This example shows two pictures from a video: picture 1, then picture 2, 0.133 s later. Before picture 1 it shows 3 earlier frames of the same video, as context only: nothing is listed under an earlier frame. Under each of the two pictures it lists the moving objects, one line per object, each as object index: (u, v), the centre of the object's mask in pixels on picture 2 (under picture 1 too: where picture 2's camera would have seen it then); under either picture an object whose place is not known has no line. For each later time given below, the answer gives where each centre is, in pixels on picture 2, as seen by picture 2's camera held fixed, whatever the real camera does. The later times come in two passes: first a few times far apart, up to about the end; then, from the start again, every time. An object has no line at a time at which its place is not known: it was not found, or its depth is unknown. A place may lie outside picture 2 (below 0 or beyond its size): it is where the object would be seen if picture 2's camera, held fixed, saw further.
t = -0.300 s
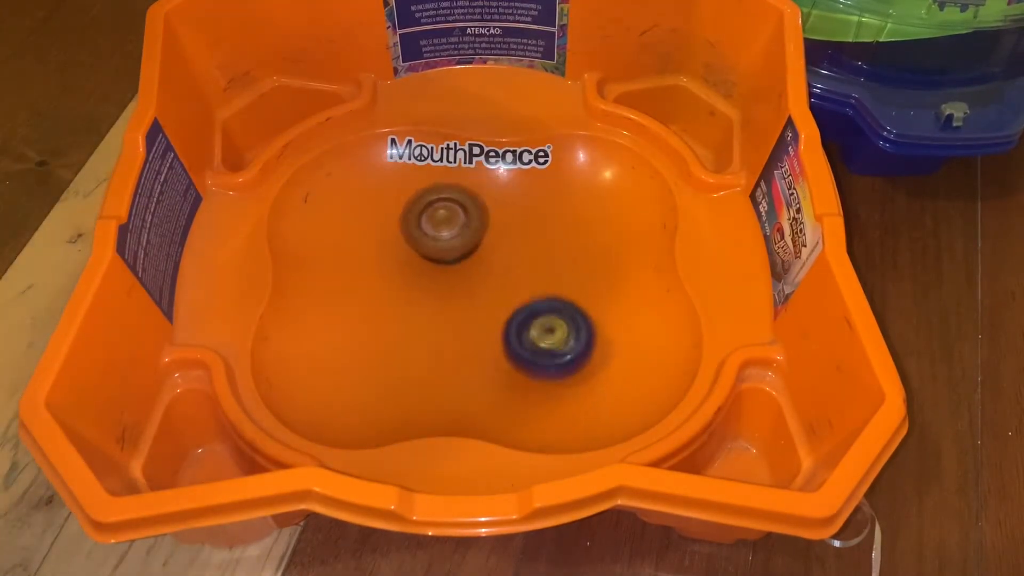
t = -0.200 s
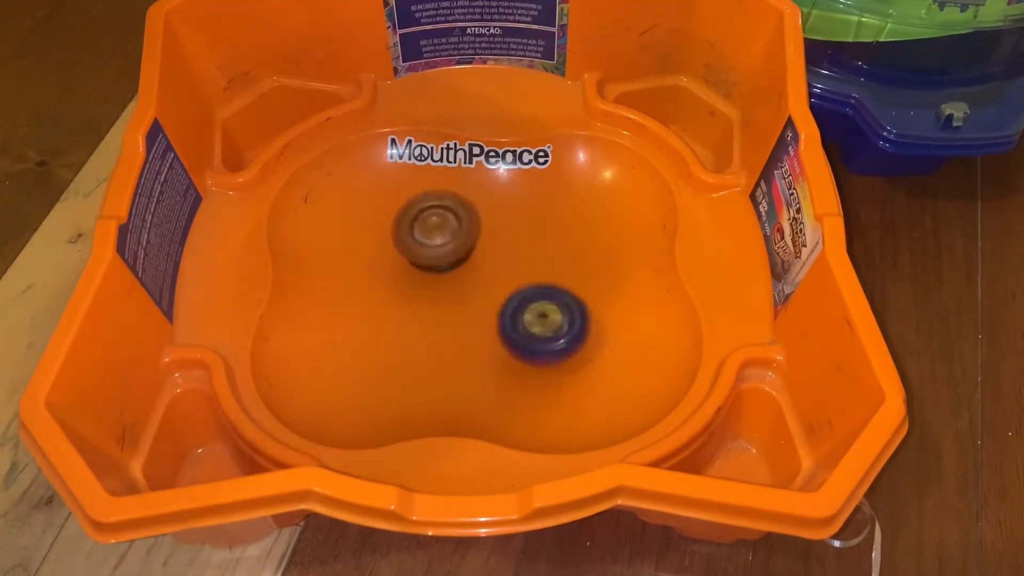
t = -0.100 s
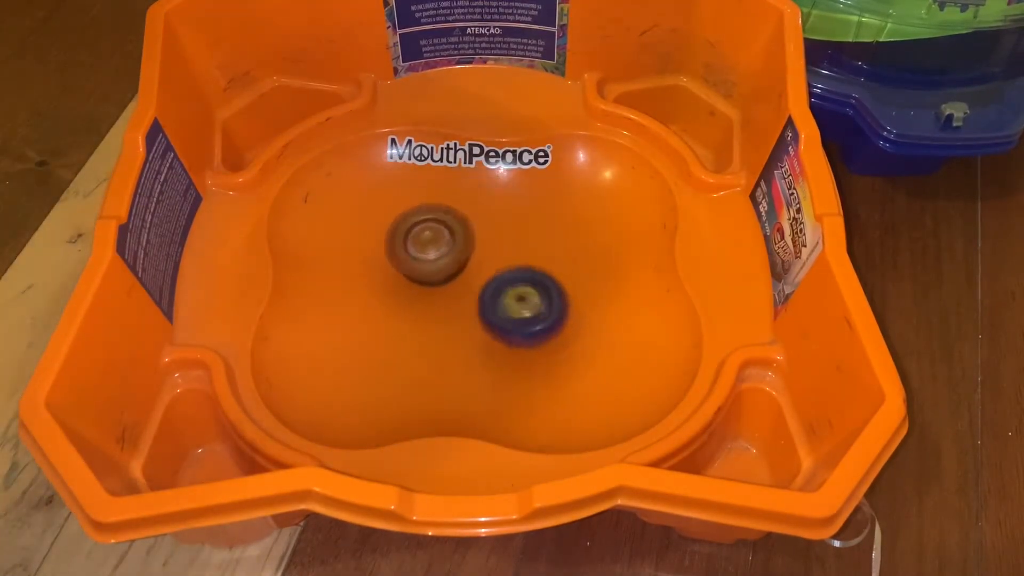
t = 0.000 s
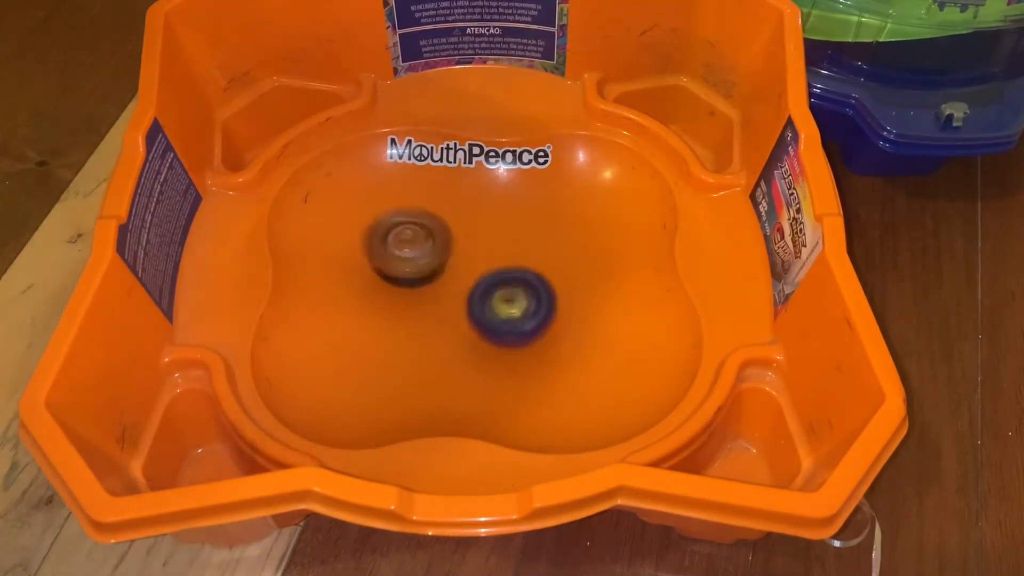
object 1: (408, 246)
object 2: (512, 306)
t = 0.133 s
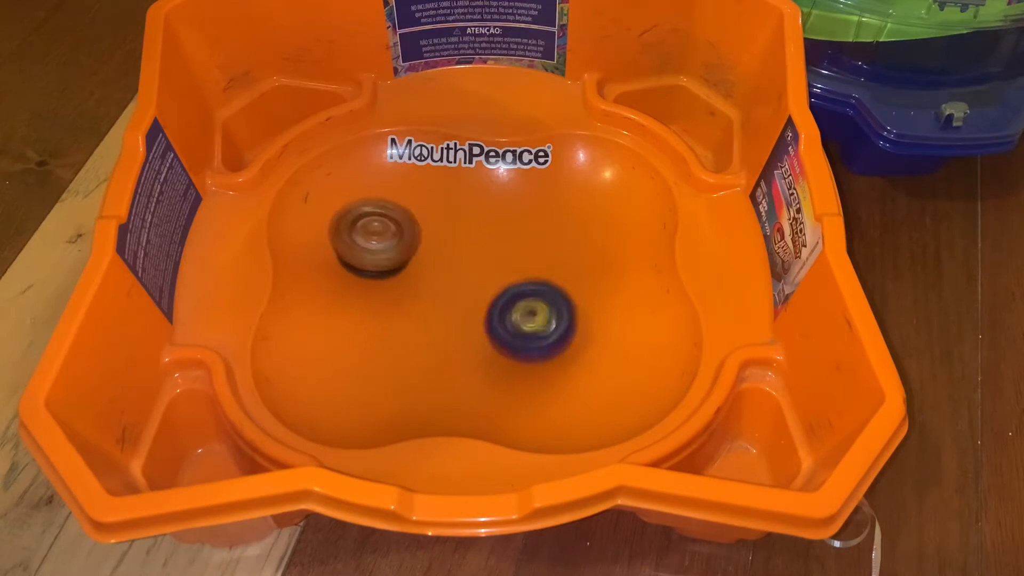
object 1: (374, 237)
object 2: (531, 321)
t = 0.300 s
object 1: (363, 231)
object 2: (544, 310)
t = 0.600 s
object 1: (401, 227)
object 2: (477, 288)
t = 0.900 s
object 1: (413, 173)
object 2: (487, 335)
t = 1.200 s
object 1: (416, 221)
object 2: (499, 281)
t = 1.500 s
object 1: (383, 266)
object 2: (485, 277)
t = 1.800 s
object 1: (341, 310)
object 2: (500, 272)
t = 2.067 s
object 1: (375, 344)
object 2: (488, 267)
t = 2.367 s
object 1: (452, 353)
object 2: (487, 282)
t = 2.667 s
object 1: (523, 370)
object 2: (496, 263)
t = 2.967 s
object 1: (579, 340)
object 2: (486, 275)
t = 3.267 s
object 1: (592, 281)
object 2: (503, 272)
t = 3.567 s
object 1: (605, 227)
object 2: (462, 274)
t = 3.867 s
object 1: (560, 199)
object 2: (484, 292)
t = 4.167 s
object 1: (504, 190)
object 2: (484, 272)
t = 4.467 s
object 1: (471, 210)
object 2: (468, 293)
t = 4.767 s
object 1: (456, 204)
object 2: (473, 316)
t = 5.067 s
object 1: (433, 204)
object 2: (475, 317)
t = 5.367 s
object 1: (411, 226)
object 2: (459, 289)
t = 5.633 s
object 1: (397, 211)
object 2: (475, 289)
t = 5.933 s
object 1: (414, 222)
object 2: (490, 266)
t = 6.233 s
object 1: (393, 236)
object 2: (529, 273)
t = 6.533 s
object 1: (382, 237)
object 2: (524, 267)
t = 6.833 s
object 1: (398, 257)
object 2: (485, 266)
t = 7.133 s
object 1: (370, 231)
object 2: (504, 300)
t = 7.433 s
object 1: (448, 229)
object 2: (506, 288)
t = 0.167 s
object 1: (369, 236)
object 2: (536, 320)
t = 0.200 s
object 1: (365, 234)
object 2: (541, 320)
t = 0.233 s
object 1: (364, 233)
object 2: (543, 318)
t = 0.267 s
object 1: (363, 232)
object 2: (545, 314)
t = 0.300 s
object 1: (363, 231)
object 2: (544, 310)
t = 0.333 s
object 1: (363, 230)
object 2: (540, 305)
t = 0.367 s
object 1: (365, 229)
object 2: (535, 300)
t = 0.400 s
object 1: (367, 229)
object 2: (529, 297)
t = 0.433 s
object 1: (370, 228)
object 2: (521, 294)
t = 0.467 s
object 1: (374, 228)
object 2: (512, 291)
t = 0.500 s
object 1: (381, 227)
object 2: (504, 289)
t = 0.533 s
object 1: (387, 227)
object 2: (495, 288)
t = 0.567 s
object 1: (393, 227)
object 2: (486, 287)
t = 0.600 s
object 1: (401, 227)
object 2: (477, 288)
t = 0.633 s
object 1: (410, 227)
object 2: (470, 290)
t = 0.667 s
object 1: (413, 217)
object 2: (465, 300)
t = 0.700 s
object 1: (414, 200)
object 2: (464, 312)
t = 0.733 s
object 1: (418, 188)
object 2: (465, 321)
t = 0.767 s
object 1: (420, 180)
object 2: (468, 327)
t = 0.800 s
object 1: (420, 177)
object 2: (471, 331)
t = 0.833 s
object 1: (418, 174)
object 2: (474, 335)
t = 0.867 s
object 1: (416, 173)
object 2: (480, 335)
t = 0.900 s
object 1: (413, 173)
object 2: (487, 335)
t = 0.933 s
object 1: (411, 174)
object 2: (495, 335)
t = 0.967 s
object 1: (410, 177)
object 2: (501, 332)
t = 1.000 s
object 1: (409, 180)
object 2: (506, 328)
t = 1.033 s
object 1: (410, 186)
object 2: (510, 324)
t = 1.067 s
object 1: (412, 193)
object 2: (514, 317)
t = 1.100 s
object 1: (413, 199)
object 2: (514, 309)
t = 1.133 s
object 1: (415, 206)
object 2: (511, 299)
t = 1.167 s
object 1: (416, 213)
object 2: (507, 289)
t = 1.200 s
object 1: (416, 221)
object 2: (499, 281)
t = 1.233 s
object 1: (417, 228)
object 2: (493, 272)
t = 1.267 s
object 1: (412, 232)
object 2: (490, 268)
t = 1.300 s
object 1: (407, 234)
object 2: (487, 267)
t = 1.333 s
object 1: (404, 238)
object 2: (485, 268)
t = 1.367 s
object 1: (402, 244)
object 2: (484, 270)
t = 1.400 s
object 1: (396, 251)
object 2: (484, 272)
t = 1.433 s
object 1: (392, 256)
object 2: (483, 273)
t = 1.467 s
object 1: (389, 262)
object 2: (483, 275)
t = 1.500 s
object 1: (383, 266)
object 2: (485, 277)
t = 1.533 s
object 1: (379, 271)
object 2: (487, 277)
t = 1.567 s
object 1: (374, 275)
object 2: (489, 277)
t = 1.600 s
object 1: (368, 280)
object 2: (489, 278)
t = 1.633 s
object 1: (362, 284)
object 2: (492, 278)
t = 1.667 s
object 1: (357, 288)
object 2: (494, 278)
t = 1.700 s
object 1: (352, 293)
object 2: (496, 276)
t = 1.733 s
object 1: (348, 298)
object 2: (496, 276)
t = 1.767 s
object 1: (344, 304)
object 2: (498, 274)
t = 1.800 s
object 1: (341, 310)
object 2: (500, 272)
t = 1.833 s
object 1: (340, 317)
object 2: (499, 270)
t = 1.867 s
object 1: (339, 323)
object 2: (498, 270)
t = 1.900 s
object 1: (340, 328)
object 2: (498, 268)
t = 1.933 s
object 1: (345, 333)
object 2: (497, 266)
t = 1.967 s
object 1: (351, 337)
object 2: (494, 266)
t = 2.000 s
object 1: (358, 340)
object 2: (492, 267)
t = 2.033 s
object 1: (366, 343)
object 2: (491, 267)
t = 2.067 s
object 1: (375, 344)
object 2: (488, 267)
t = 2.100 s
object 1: (384, 346)
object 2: (486, 270)
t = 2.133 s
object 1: (391, 347)
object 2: (484, 272)
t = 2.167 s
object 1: (400, 349)
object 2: (483, 274)
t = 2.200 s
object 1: (410, 349)
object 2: (481, 277)
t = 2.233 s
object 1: (418, 350)
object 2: (481, 279)
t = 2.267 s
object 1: (426, 352)
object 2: (481, 281)
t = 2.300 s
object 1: (435, 352)
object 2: (481, 281)
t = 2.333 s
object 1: (444, 351)
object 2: (483, 282)
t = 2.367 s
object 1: (452, 353)
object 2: (487, 282)
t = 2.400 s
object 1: (459, 354)
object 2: (489, 279)
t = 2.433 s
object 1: (466, 355)
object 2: (491, 279)
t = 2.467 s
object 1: (474, 357)
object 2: (494, 277)
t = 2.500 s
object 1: (482, 360)
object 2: (496, 274)
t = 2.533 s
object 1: (490, 361)
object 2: (496, 271)
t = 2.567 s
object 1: (498, 364)
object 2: (498, 268)
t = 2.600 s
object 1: (506, 367)
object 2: (498, 265)
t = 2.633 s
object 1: (515, 369)
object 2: (496, 264)
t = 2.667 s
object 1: (523, 370)
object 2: (496, 263)
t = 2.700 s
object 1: (532, 371)
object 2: (495, 261)
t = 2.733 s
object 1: (540, 371)
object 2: (491, 261)
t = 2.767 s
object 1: (548, 369)
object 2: (490, 262)
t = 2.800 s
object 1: (556, 366)
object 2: (488, 263)
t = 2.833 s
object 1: (562, 362)
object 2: (485, 265)
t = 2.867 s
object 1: (567, 357)
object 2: (485, 268)
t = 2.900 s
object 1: (571, 352)
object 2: (485, 270)
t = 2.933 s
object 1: (576, 347)
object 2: (484, 274)
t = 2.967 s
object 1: (579, 340)
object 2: (486, 275)
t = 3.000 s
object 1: (581, 334)
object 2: (488, 275)
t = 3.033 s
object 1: (584, 327)
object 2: (489, 277)
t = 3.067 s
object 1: (586, 321)
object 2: (493, 278)
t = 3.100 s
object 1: (588, 315)
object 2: (494, 278)
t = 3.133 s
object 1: (589, 308)
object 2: (496, 278)
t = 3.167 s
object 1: (590, 301)
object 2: (500, 277)
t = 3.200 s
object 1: (590, 294)
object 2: (500, 275)
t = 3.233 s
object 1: (591, 287)
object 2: (501, 274)
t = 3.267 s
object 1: (592, 281)
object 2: (503, 272)
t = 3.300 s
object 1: (594, 275)
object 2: (499, 269)
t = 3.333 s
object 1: (595, 269)
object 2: (497, 267)
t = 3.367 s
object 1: (597, 264)
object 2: (493, 265)
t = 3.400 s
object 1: (601, 258)
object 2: (488, 264)
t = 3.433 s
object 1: (602, 252)
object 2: (483, 266)
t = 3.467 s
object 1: (604, 246)
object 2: (477, 267)
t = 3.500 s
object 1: (605, 239)
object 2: (471, 270)
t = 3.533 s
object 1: (605, 233)
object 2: (467, 271)
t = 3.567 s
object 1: (605, 227)
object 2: (462, 274)
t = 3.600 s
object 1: (604, 222)
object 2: (462, 278)
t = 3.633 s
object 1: (600, 217)
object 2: (462, 282)
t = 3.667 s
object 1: (596, 213)
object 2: (464, 287)
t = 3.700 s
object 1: (591, 209)
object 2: (466, 289)
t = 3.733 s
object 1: (586, 206)
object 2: (467, 291)
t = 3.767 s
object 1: (579, 204)
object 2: (471, 292)
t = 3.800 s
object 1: (573, 202)
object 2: (475, 292)
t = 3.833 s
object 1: (567, 200)
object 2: (479, 293)
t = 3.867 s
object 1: (560, 199)
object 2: (484, 292)
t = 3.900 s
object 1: (553, 197)
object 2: (488, 290)
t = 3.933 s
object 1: (546, 196)
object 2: (493, 288)
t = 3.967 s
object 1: (539, 196)
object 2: (494, 283)
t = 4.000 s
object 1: (532, 196)
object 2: (496, 279)
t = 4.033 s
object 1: (525, 196)
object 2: (498, 274)
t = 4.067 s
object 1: (518, 197)
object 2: (495, 271)
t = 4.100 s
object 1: (514, 194)
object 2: (493, 270)
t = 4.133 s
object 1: (509, 191)
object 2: (487, 271)
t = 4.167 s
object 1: (504, 190)
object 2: (484, 272)
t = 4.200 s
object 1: (500, 189)
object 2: (479, 274)
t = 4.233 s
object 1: (494, 189)
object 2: (474, 278)
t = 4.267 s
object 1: (489, 190)
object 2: (471, 280)
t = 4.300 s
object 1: (484, 192)
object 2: (469, 283)
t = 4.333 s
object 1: (480, 194)
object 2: (468, 286)
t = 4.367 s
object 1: (477, 198)
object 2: (465, 289)
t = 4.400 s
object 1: (474, 201)
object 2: (467, 290)
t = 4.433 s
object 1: (473, 205)
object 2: (466, 292)
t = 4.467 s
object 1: (471, 210)
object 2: (468, 293)
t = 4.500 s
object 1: (469, 214)
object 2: (467, 295)
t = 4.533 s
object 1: (469, 213)
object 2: (468, 298)
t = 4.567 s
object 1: (468, 214)
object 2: (468, 301)
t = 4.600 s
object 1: (466, 216)
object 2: (470, 302)
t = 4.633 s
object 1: (464, 219)
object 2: (471, 302)
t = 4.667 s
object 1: (462, 222)
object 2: (473, 303)
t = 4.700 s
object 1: (462, 220)
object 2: (474, 305)
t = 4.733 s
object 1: (460, 210)
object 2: (473, 312)
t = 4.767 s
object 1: (456, 204)
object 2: (473, 316)
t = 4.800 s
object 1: (451, 198)
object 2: (473, 319)
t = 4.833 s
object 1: (448, 197)
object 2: (473, 322)
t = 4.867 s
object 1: (445, 195)
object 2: (474, 324)
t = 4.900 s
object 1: (443, 195)
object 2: (474, 324)
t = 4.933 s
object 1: (441, 195)
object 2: (475, 325)
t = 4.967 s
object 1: (439, 196)
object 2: (474, 324)
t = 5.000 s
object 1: (437, 197)
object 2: (475, 323)
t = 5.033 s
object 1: (436, 200)
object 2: (474, 320)
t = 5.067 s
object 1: (433, 204)
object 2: (475, 317)
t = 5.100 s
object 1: (431, 208)
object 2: (473, 313)
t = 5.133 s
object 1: (428, 212)
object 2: (473, 308)
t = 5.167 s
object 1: (425, 216)
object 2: (469, 303)
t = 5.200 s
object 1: (422, 220)
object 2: (468, 296)
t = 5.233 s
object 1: (419, 223)
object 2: (464, 292)
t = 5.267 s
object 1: (415, 225)
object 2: (463, 289)
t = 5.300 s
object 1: (412, 224)
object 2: (459, 290)
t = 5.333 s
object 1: (412, 224)
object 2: (461, 289)
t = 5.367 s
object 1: (411, 226)
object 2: (459, 289)
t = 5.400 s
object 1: (406, 227)
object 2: (459, 290)
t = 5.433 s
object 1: (403, 226)
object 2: (461, 292)
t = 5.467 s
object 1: (401, 225)
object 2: (461, 292)
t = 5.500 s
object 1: (400, 223)
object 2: (465, 293)
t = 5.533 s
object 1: (397, 221)
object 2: (467, 293)
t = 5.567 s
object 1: (395, 217)
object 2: (470, 291)
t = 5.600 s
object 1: (395, 214)
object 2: (471, 292)
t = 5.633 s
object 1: (397, 211)
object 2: (475, 289)
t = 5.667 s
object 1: (399, 209)
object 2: (477, 289)
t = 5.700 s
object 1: (401, 209)
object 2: (478, 287)
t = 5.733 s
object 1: (403, 208)
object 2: (483, 285)
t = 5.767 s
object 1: (407, 208)
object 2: (483, 283)
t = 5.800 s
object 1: (411, 209)
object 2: (487, 279)
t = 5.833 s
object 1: (414, 212)
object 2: (488, 277)
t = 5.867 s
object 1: (414, 216)
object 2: (490, 273)
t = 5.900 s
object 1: (414, 219)
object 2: (491, 270)
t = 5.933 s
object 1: (414, 222)
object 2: (490, 266)
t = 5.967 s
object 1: (415, 225)
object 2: (491, 265)
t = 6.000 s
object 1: (412, 228)
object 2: (491, 264)
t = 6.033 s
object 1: (404, 226)
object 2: (498, 268)
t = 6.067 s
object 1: (401, 227)
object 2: (503, 271)
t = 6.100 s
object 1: (401, 228)
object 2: (508, 271)
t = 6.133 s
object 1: (400, 230)
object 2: (516, 272)
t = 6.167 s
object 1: (399, 232)
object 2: (520, 273)
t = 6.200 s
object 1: (396, 234)
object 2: (524, 272)
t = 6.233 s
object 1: (393, 236)
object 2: (529, 273)
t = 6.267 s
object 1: (390, 237)
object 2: (529, 272)
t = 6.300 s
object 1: (387, 237)
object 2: (534, 271)
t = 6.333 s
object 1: (384, 237)
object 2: (533, 272)
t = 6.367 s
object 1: (380, 238)
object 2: (534, 269)
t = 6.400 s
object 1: (379, 237)
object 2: (536, 270)
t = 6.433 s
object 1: (379, 237)
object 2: (532, 269)
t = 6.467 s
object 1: (380, 237)
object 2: (531, 267)
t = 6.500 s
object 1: (381, 237)
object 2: (529, 267)
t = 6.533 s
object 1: (382, 237)
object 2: (524, 267)
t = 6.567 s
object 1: (386, 237)
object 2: (524, 266)
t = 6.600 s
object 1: (390, 239)
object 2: (519, 266)
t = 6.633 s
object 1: (393, 241)
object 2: (514, 265)
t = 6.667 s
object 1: (394, 244)
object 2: (512, 265)
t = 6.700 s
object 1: (395, 247)
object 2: (505, 265)
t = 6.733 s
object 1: (397, 249)
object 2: (500, 264)
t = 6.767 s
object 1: (398, 252)
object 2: (497, 265)
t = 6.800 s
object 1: (398, 255)
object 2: (489, 266)
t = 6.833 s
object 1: (398, 257)
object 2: (485, 266)
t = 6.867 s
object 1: (383, 249)
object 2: (494, 273)
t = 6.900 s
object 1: (363, 241)
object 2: (504, 283)
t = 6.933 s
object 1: (348, 233)
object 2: (508, 291)
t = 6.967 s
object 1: (340, 229)
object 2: (508, 295)
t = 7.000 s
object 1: (340, 226)
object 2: (505, 298)
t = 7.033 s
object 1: (345, 225)
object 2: (503, 299)
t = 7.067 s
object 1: (352, 225)
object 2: (502, 299)
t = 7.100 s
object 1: (362, 227)
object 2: (503, 300)
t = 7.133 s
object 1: (370, 231)
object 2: (504, 300)
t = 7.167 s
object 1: (379, 235)
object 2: (503, 301)
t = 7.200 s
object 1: (385, 239)
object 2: (504, 300)
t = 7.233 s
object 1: (391, 241)
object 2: (503, 299)
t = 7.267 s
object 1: (399, 241)
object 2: (504, 298)
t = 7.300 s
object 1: (409, 242)
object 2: (503, 296)
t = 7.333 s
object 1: (419, 242)
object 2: (502, 294)
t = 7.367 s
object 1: (431, 240)
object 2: (501, 291)
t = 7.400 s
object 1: (440, 236)
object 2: (501, 289)
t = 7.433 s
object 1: (448, 229)
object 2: (506, 288)
